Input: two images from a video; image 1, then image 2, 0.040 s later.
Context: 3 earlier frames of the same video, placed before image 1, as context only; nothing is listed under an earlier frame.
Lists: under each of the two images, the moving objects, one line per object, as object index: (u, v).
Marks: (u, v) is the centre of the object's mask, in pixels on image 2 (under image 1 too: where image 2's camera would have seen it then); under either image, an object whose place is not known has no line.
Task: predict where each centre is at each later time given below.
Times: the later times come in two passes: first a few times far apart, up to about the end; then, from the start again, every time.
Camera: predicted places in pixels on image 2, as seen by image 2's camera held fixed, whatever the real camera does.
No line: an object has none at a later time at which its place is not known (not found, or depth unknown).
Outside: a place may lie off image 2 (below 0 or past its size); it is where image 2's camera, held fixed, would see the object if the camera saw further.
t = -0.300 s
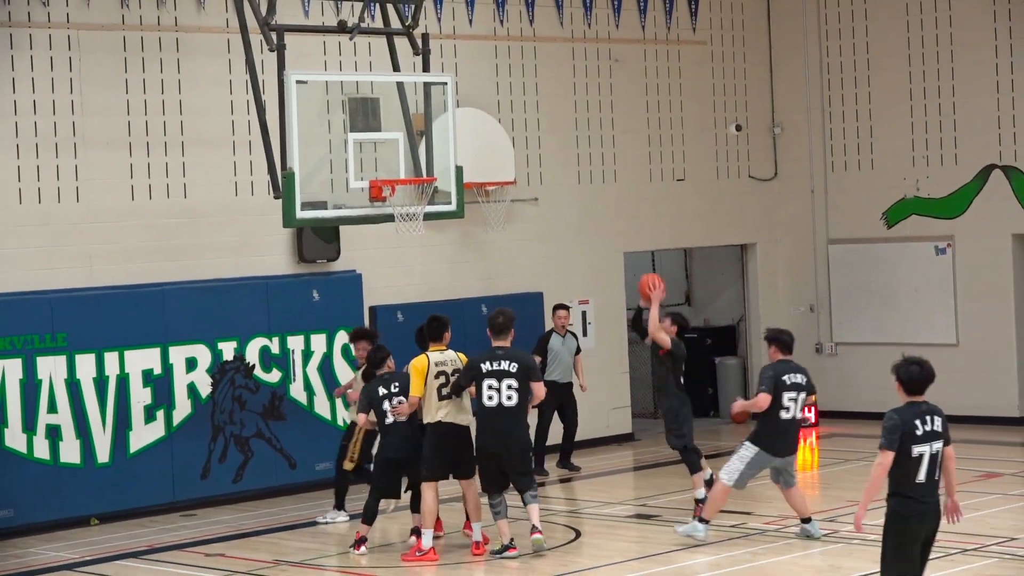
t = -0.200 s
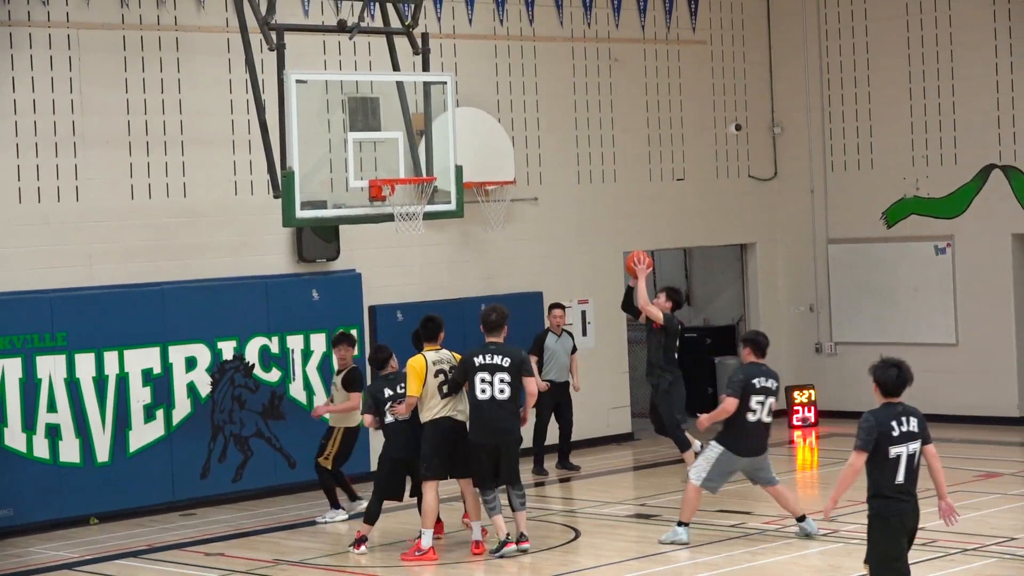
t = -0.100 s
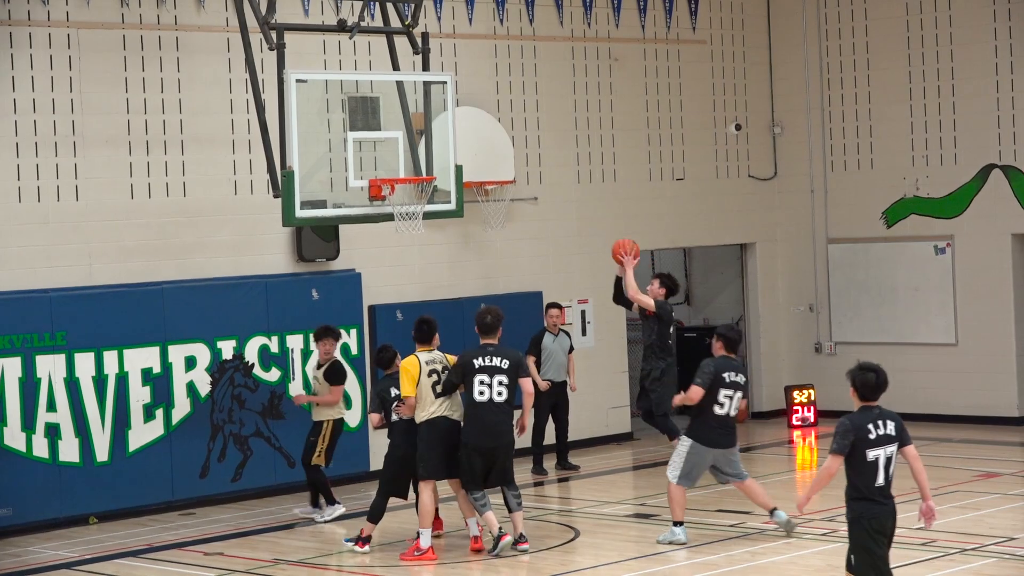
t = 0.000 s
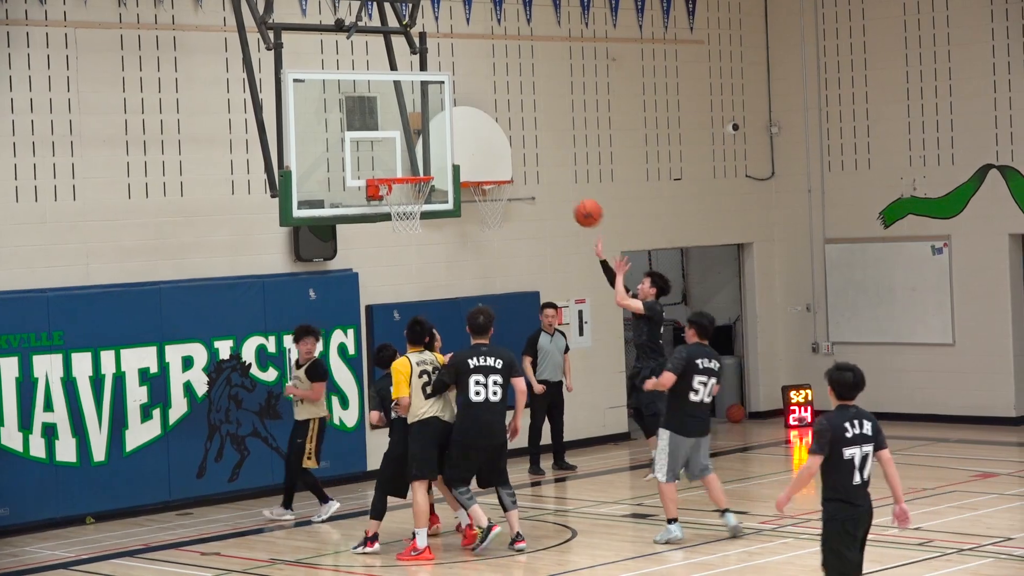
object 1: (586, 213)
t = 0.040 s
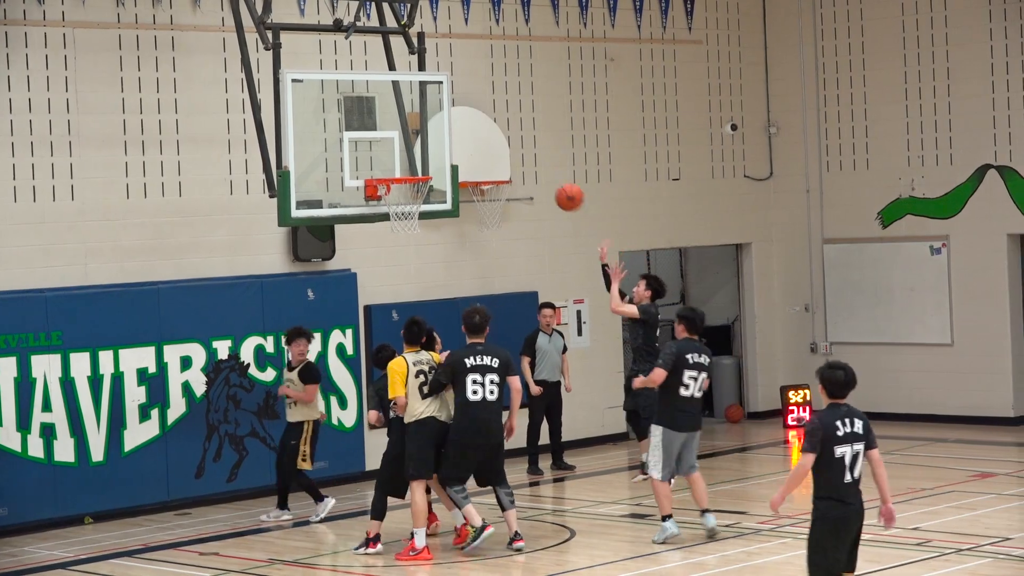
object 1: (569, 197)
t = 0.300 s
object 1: (460, 135)
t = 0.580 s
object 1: (405, 153)
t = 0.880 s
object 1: (400, 165)
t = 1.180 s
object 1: (405, 168)
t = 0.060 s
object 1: (561, 189)
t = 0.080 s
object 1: (552, 183)
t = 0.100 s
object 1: (543, 176)
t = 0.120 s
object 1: (535, 170)
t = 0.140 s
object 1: (526, 165)
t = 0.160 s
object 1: (518, 159)
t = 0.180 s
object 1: (509, 154)
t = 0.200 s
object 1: (501, 150)
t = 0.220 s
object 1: (492, 146)
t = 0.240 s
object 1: (484, 143)
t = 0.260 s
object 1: (475, 140)
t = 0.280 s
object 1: (467, 138)
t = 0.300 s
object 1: (460, 135)
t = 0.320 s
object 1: (451, 134)
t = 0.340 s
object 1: (443, 132)
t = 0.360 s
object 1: (434, 132)
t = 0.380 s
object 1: (426, 131)
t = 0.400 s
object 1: (417, 131)
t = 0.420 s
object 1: (409, 132)
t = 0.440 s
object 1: (401, 133)
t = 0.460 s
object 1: (400, 135)
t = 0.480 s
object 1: (400, 137)
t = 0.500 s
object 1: (401, 139)
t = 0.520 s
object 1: (402, 142)
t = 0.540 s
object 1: (402, 145)
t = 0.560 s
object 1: (403, 149)
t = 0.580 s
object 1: (405, 153)
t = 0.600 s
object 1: (406, 158)
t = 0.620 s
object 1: (407, 163)
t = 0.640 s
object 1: (408, 167)
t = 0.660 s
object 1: (408, 168)
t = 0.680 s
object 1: (407, 168)
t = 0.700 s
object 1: (406, 167)
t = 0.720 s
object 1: (406, 168)
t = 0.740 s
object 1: (405, 168)
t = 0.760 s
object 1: (404, 169)
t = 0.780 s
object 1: (404, 168)
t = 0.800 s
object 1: (402, 166)
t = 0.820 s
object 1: (402, 165)
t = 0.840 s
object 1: (402, 165)
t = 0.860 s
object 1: (401, 165)
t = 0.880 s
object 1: (400, 165)
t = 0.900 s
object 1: (399, 165)
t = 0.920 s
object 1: (399, 165)
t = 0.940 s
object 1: (398, 165)
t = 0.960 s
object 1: (399, 163)
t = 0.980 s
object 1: (399, 162)
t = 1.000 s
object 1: (400, 161)
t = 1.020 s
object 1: (400, 160)
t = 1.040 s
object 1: (401, 160)
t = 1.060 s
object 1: (401, 160)
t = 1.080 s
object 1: (402, 161)
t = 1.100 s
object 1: (403, 162)
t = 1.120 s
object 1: (403, 163)
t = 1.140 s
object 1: (404, 164)
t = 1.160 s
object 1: (405, 166)
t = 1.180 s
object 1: (405, 168)
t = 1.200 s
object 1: (406, 173)
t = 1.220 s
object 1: (406, 177)
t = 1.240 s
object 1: (408, 182)
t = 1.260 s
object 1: (409, 187)
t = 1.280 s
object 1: (409, 192)
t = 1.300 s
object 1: (410, 197)
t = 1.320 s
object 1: (411, 203)
